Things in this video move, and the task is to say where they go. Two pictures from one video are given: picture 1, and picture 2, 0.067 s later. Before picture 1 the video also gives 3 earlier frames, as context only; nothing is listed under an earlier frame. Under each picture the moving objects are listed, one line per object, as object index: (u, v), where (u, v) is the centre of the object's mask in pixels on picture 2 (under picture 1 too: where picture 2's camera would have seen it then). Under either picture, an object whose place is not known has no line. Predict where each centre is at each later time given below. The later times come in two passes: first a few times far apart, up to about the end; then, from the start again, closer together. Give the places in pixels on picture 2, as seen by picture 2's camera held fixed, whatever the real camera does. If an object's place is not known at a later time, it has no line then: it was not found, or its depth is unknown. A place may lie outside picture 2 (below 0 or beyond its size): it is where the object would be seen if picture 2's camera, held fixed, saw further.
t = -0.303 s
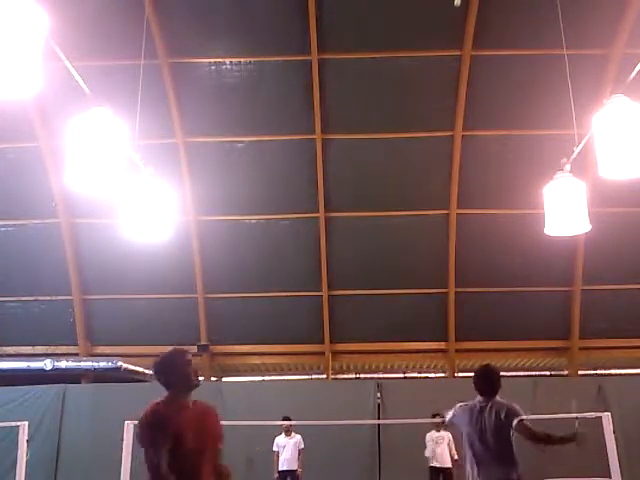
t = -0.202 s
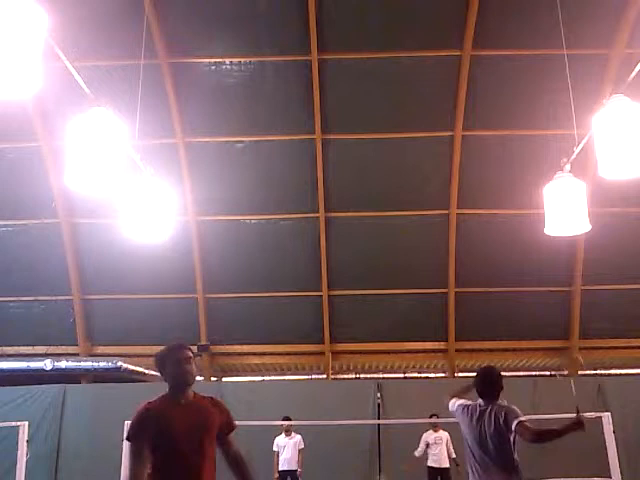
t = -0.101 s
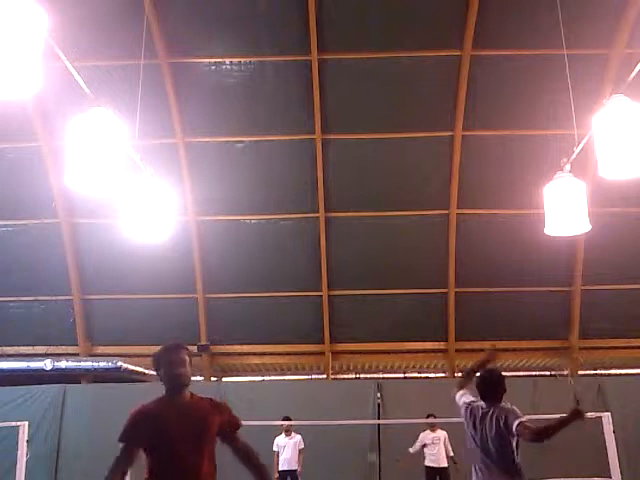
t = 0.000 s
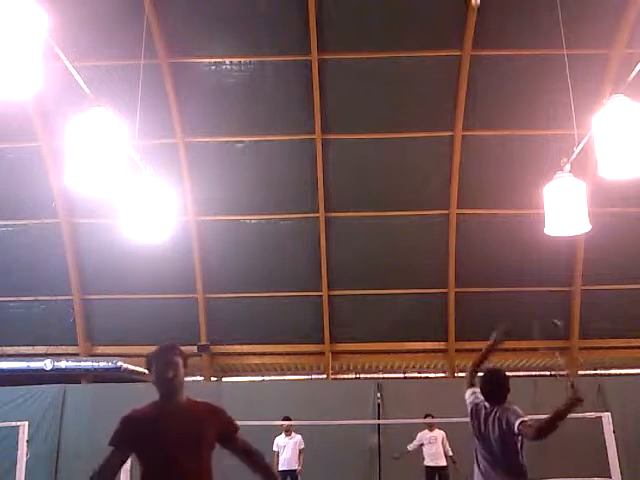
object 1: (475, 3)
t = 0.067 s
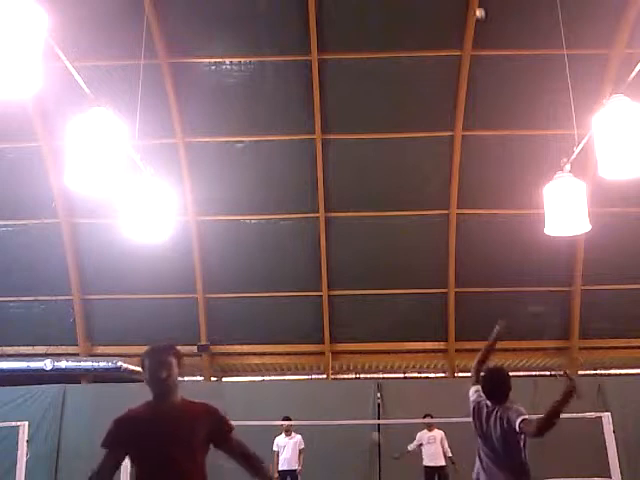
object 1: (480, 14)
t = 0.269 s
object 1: (496, 78)
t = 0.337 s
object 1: (501, 109)
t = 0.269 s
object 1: (496, 78)
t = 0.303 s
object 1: (498, 92)
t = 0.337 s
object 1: (501, 109)
